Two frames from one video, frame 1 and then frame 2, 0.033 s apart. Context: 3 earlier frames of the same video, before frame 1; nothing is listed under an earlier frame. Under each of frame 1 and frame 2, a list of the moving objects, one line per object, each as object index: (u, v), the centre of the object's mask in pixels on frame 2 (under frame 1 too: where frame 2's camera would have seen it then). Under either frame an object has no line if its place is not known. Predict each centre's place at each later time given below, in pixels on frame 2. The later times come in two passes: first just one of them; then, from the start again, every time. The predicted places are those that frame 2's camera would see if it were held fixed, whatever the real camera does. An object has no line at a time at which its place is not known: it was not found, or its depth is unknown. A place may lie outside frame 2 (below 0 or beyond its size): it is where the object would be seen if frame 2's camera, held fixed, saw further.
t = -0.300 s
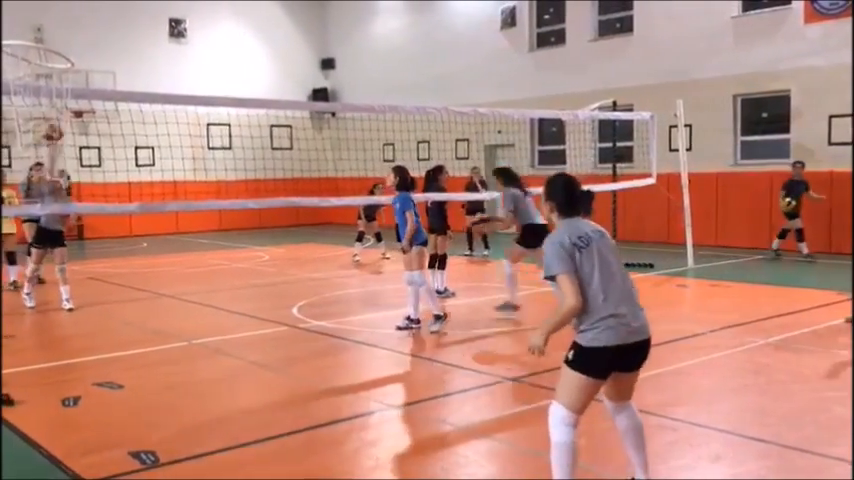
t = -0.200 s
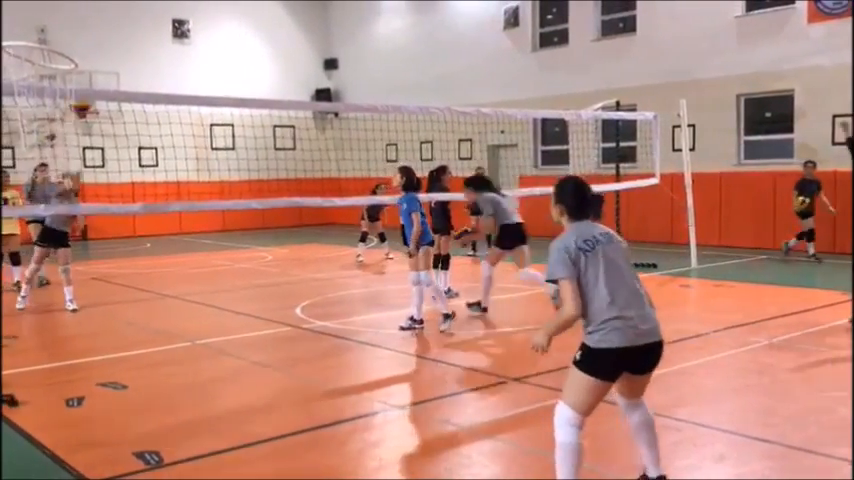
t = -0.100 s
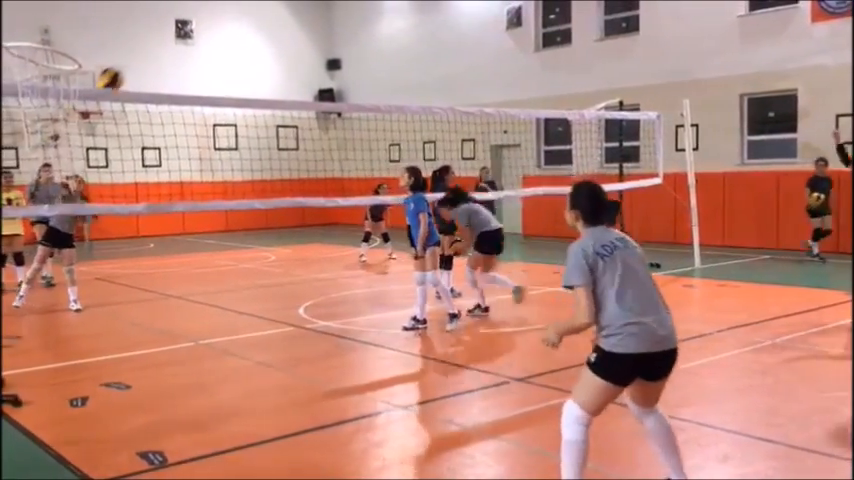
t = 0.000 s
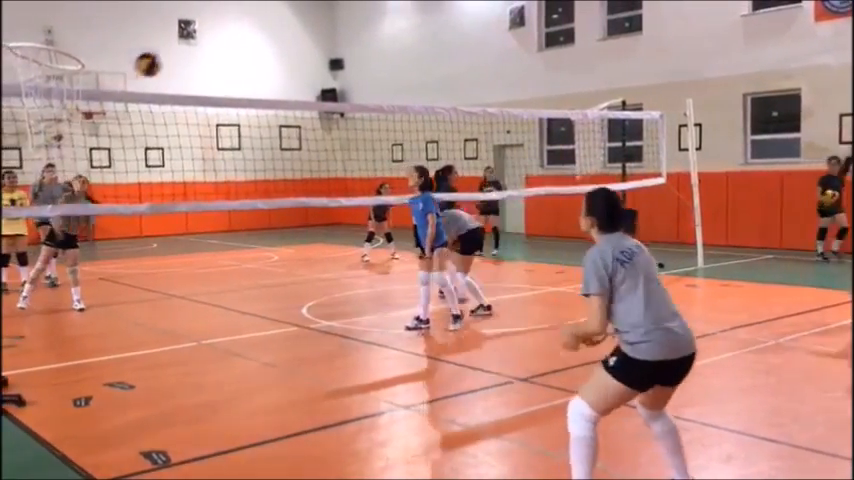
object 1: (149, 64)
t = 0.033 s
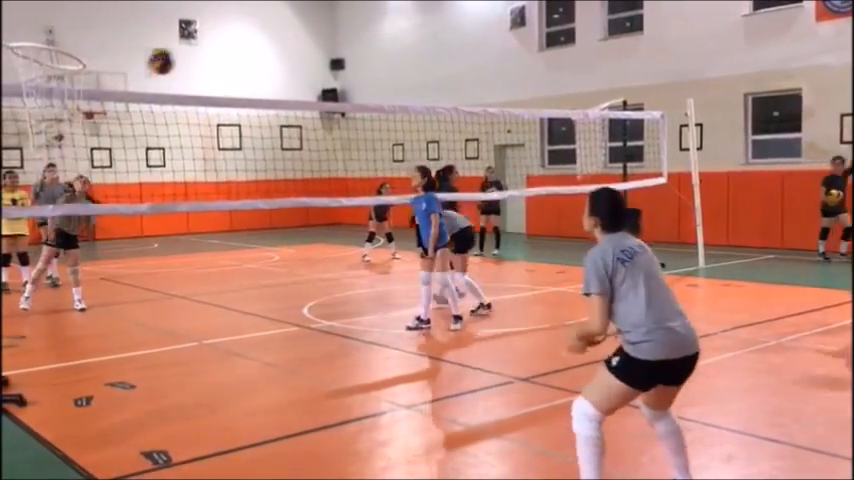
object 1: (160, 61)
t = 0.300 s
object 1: (291, 97)
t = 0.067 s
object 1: (173, 59)
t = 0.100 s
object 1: (187, 60)
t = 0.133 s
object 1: (201, 60)
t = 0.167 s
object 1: (217, 63)
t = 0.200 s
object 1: (234, 69)
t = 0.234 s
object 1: (252, 76)
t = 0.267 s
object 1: (271, 86)
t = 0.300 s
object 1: (291, 97)
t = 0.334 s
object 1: (313, 113)
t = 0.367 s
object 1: (335, 132)
